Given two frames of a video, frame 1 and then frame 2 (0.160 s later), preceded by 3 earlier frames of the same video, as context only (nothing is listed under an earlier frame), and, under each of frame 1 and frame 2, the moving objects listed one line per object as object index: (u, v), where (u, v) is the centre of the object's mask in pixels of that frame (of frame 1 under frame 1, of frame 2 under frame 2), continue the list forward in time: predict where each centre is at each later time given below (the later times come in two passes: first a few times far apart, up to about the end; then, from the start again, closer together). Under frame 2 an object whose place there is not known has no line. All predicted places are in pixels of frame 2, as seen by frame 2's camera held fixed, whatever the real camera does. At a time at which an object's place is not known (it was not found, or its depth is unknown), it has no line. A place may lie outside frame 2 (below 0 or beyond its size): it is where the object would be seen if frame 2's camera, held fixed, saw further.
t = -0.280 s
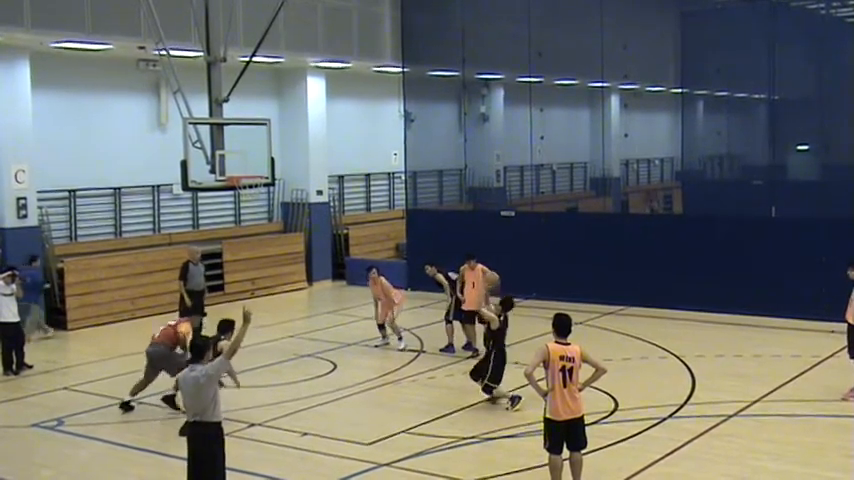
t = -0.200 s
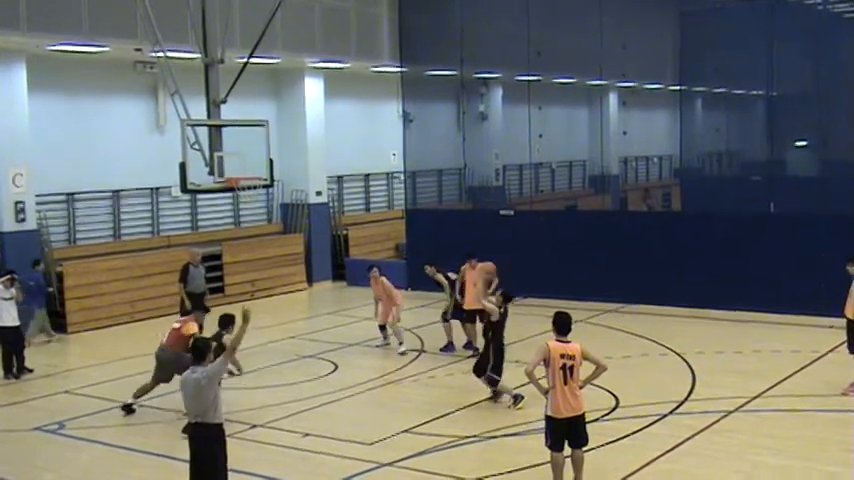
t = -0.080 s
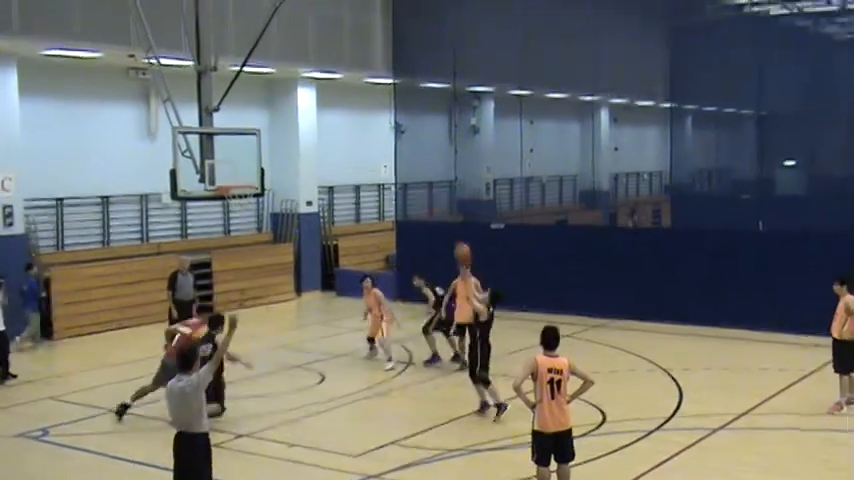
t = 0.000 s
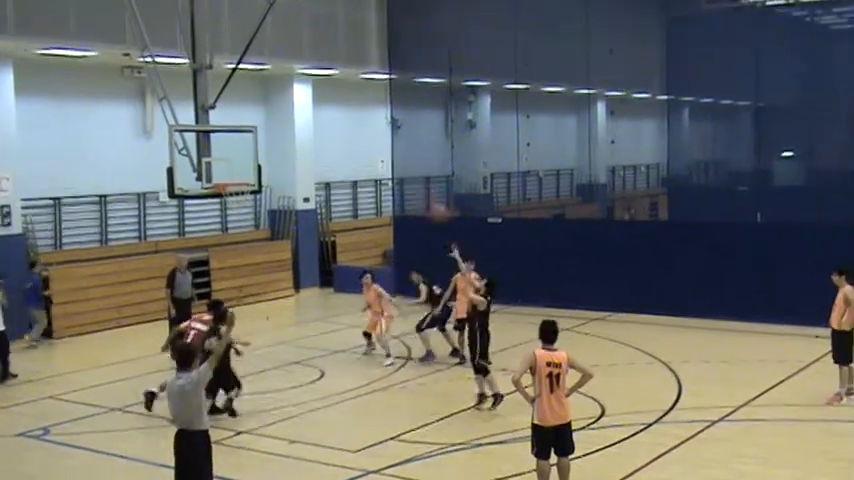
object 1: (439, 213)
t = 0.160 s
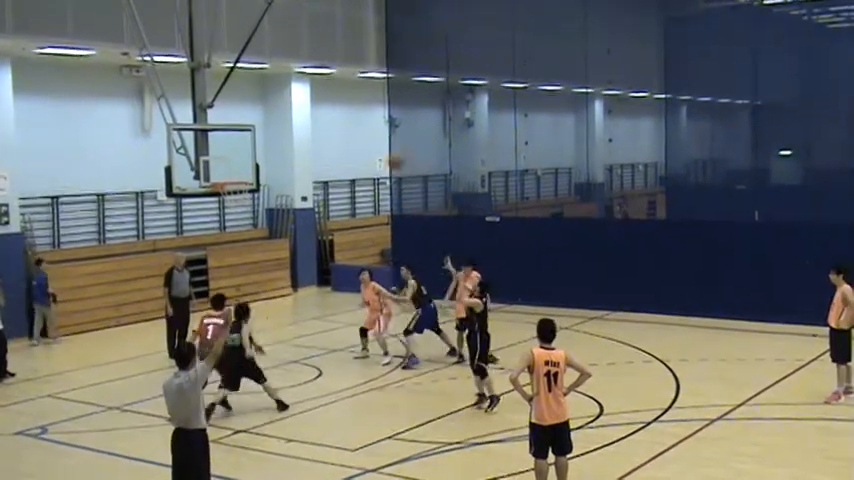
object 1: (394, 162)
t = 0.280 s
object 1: (367, 135)
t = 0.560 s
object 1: (306, 115)
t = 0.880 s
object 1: (245, 154)
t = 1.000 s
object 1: (226, 184)
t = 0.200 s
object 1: (385, 151)
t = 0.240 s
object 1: (376, 142)
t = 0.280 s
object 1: (367, 135)
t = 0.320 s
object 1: (358, 128)
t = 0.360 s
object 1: (349, 123)
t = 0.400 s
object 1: (340, 119)
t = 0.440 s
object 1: (331, 117)
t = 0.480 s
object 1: (322, 115)
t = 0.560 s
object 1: (306, 115)
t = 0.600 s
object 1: (298, 117)
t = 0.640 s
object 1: (289, 119)
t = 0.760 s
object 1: (267, 132)
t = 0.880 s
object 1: (245, 154)
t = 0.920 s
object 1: (238, 164)
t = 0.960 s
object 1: (231, 173)
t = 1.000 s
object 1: (226, 184)
